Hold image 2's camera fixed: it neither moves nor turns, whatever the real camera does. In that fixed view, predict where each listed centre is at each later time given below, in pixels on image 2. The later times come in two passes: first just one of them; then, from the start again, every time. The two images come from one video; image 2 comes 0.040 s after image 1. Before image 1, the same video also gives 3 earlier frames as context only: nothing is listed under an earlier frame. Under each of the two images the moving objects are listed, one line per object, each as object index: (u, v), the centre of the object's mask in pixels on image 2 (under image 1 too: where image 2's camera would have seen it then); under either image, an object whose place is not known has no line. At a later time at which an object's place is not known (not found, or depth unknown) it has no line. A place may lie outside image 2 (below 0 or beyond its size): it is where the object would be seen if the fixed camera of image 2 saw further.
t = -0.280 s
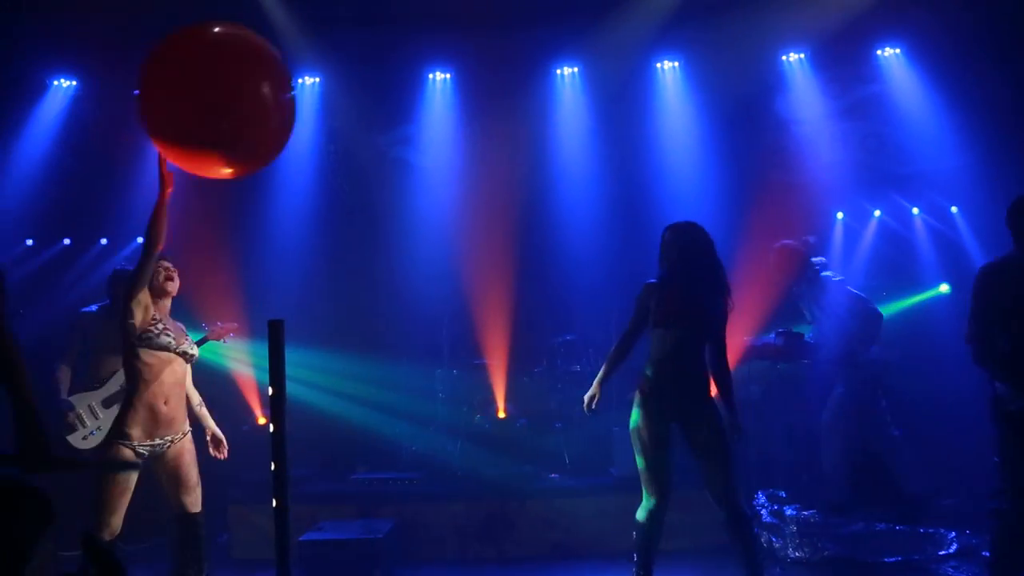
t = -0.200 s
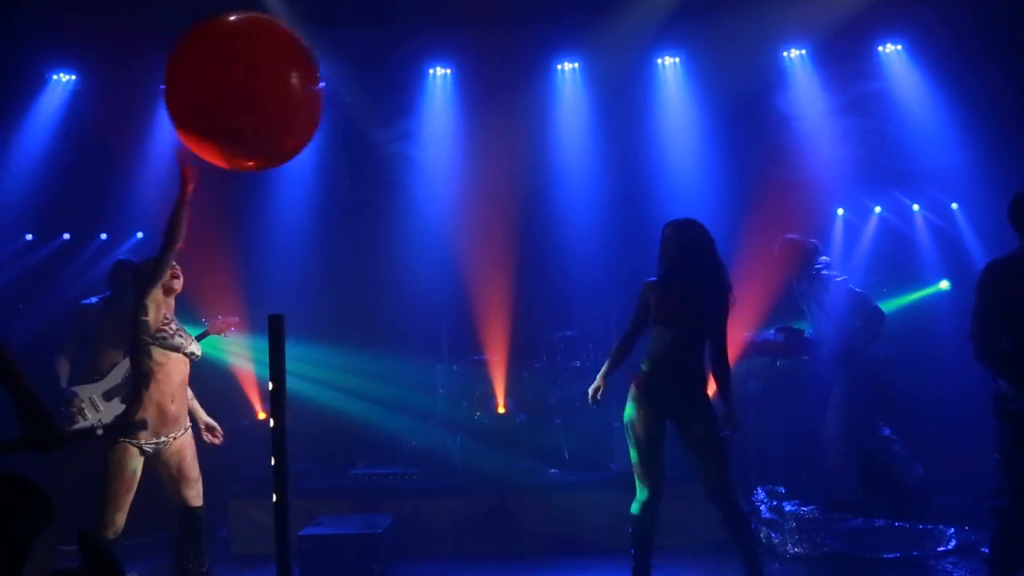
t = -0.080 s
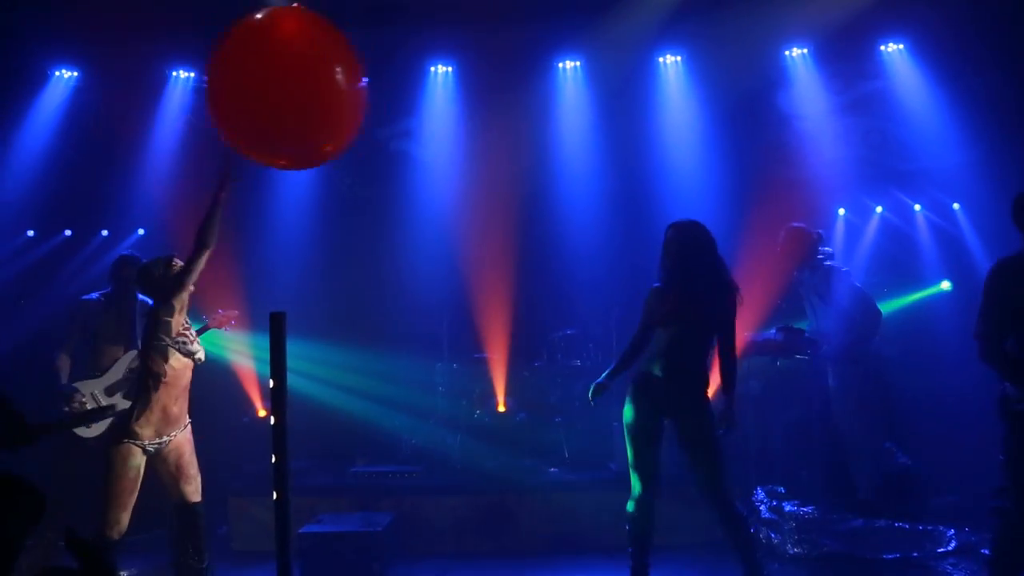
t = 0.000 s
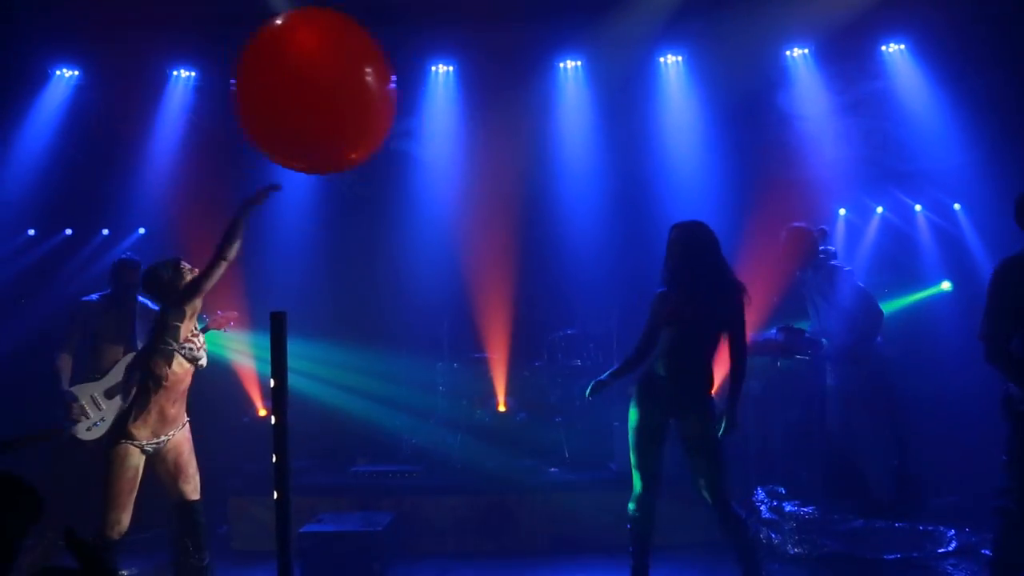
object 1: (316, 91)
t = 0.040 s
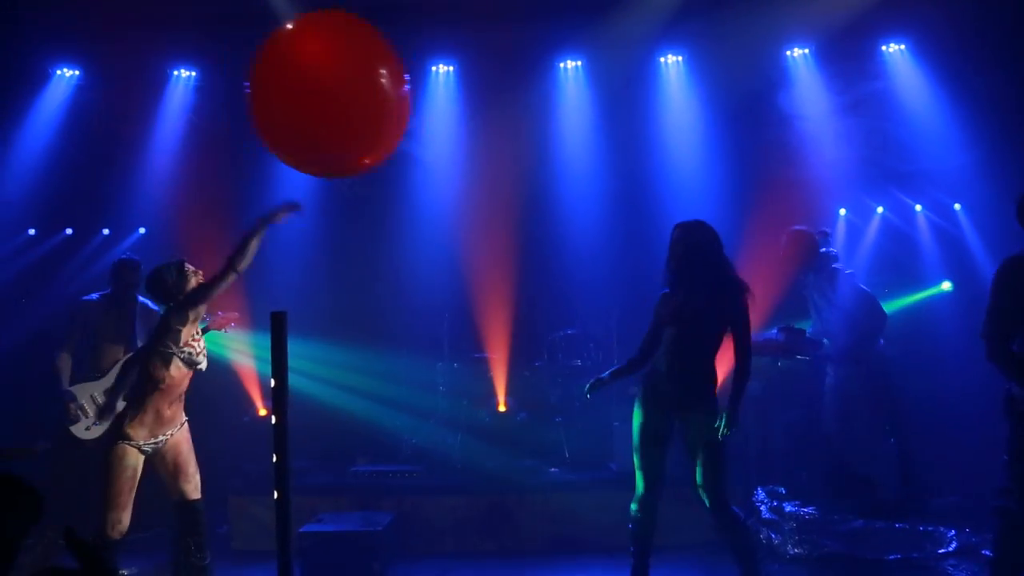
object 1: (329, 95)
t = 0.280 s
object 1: (407, 131)
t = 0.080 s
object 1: (342, 98)
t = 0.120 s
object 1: (355, 102)
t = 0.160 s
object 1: (368, 108)
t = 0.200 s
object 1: (381, 114)
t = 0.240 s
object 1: (394, 122)
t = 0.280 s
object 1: (407, 131)
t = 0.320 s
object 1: (420, 142)
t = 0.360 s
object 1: (434, 153)
